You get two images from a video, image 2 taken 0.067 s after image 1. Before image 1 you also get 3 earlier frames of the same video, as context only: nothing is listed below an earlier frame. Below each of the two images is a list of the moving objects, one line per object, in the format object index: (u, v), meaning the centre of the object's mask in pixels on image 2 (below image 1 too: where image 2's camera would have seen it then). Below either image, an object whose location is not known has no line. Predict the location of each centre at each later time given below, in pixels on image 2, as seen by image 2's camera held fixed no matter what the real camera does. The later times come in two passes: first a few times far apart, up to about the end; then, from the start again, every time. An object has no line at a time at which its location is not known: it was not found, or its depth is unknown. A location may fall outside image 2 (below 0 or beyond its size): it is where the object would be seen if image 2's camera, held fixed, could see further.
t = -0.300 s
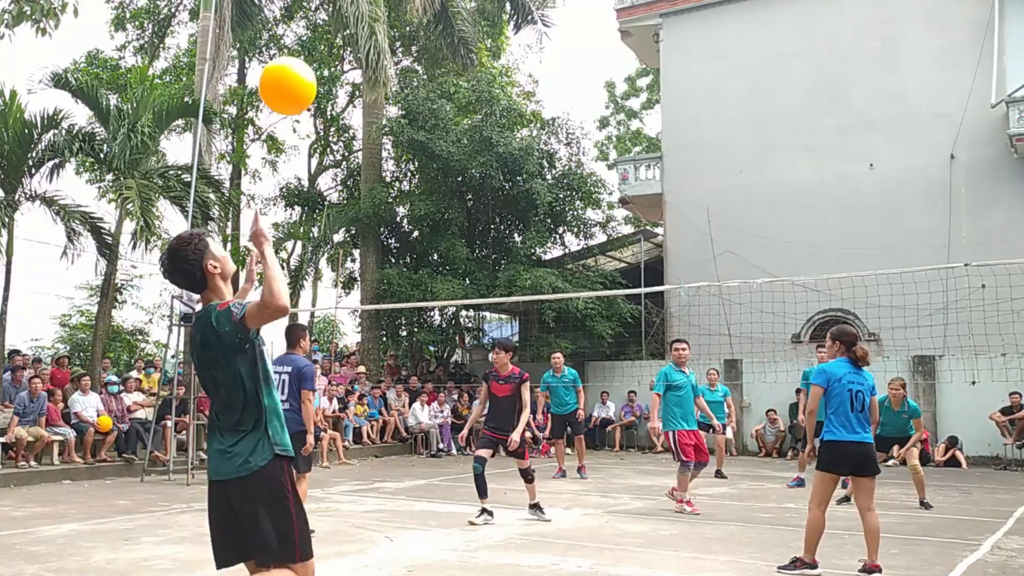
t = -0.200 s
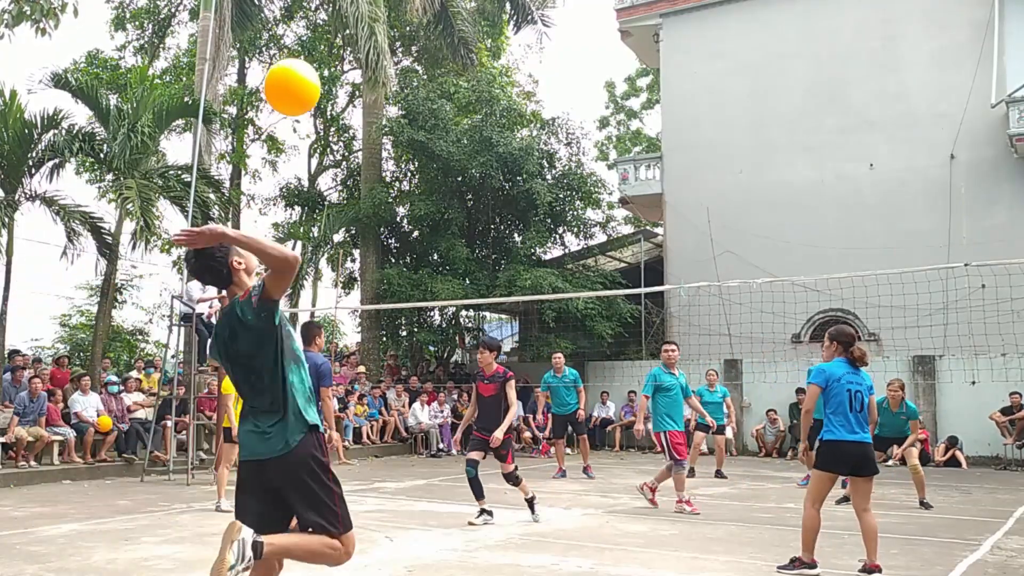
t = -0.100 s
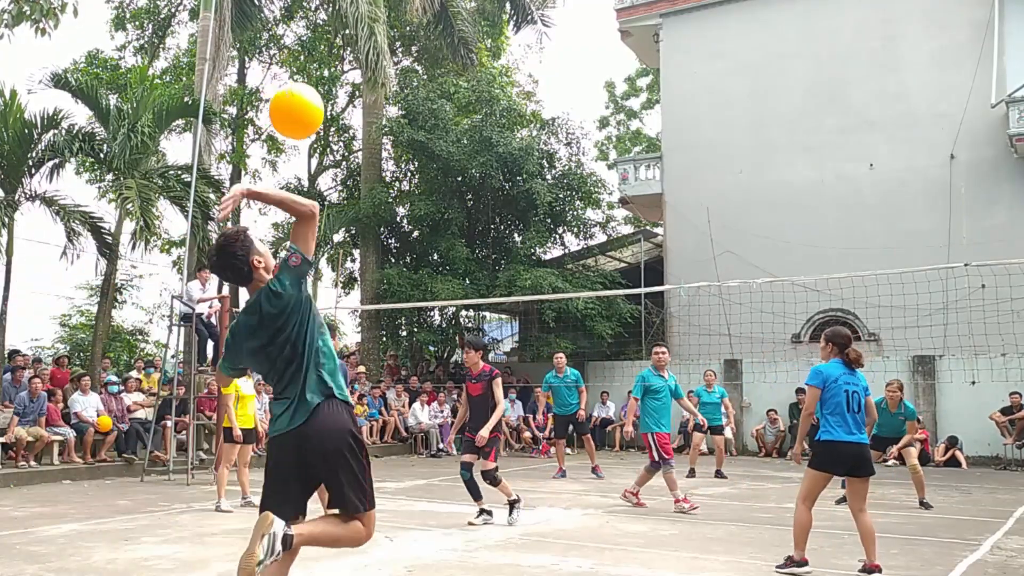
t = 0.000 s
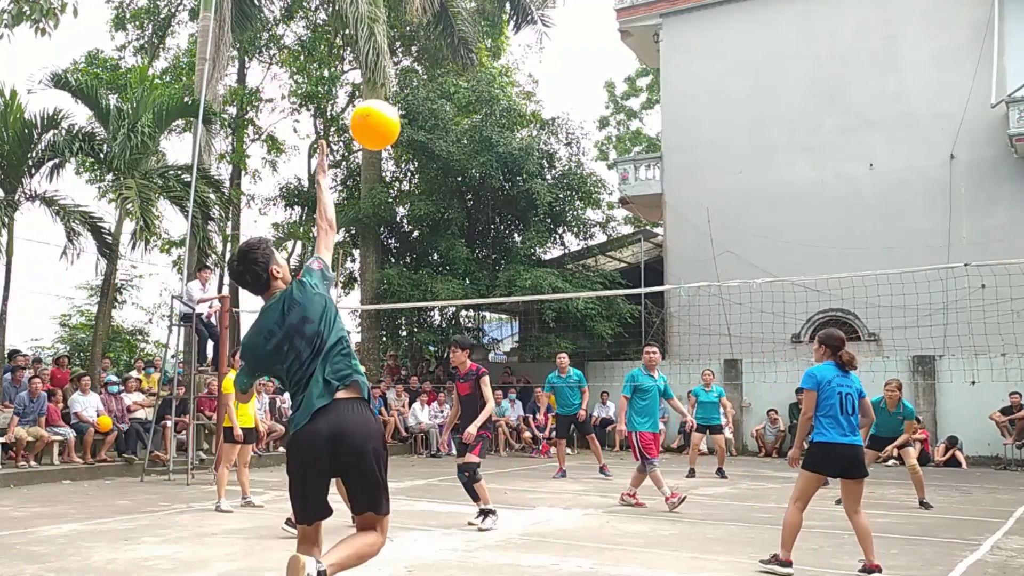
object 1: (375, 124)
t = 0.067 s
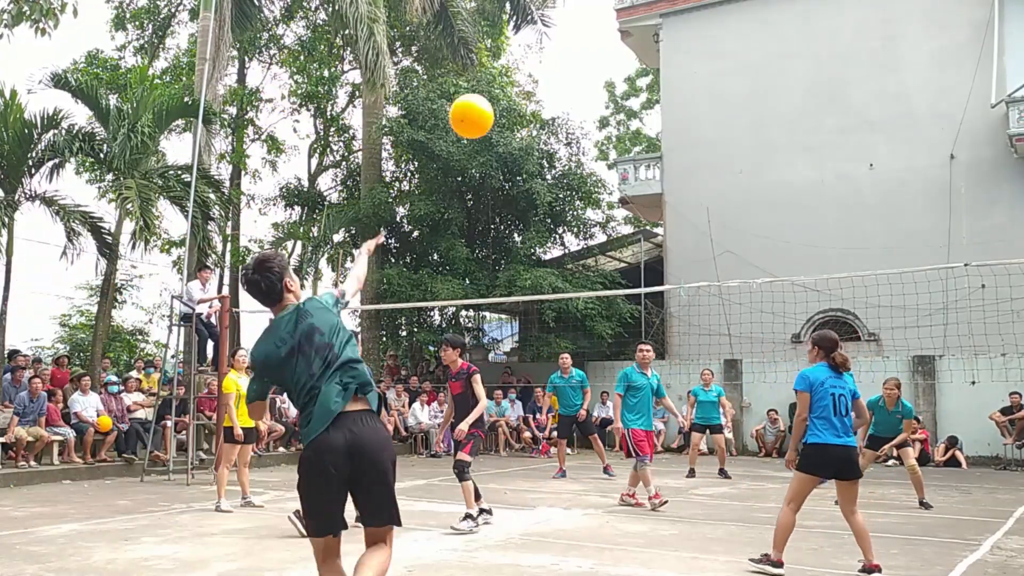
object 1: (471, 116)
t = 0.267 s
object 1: (637, 142)
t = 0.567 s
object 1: (756, 241)
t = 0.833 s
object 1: (816, 345)
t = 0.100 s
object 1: (509, 116)
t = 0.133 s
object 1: (541, 120)
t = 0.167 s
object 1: (569, 123)
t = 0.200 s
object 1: (595, 129)
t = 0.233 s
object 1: (618, 134)
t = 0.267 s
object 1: (637, 142)
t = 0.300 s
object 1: (655, 150)
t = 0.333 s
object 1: (671, 159)
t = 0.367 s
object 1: (686, 170)
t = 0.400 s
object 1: (700, 181)
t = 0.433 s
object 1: (712, 192)
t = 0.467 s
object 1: (724, 204)
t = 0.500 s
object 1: (735, 217)
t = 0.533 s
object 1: (746, 229)
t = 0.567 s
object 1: (756, 241)
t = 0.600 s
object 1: (765, 253)
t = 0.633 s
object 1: (773, 266)
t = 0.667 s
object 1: (782, 278)
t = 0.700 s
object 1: (790, 292)
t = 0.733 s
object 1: (797, 304)
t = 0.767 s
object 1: (804, 318)
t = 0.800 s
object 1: (810, 332)
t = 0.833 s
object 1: (816, 345)
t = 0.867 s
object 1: (822, 360)
